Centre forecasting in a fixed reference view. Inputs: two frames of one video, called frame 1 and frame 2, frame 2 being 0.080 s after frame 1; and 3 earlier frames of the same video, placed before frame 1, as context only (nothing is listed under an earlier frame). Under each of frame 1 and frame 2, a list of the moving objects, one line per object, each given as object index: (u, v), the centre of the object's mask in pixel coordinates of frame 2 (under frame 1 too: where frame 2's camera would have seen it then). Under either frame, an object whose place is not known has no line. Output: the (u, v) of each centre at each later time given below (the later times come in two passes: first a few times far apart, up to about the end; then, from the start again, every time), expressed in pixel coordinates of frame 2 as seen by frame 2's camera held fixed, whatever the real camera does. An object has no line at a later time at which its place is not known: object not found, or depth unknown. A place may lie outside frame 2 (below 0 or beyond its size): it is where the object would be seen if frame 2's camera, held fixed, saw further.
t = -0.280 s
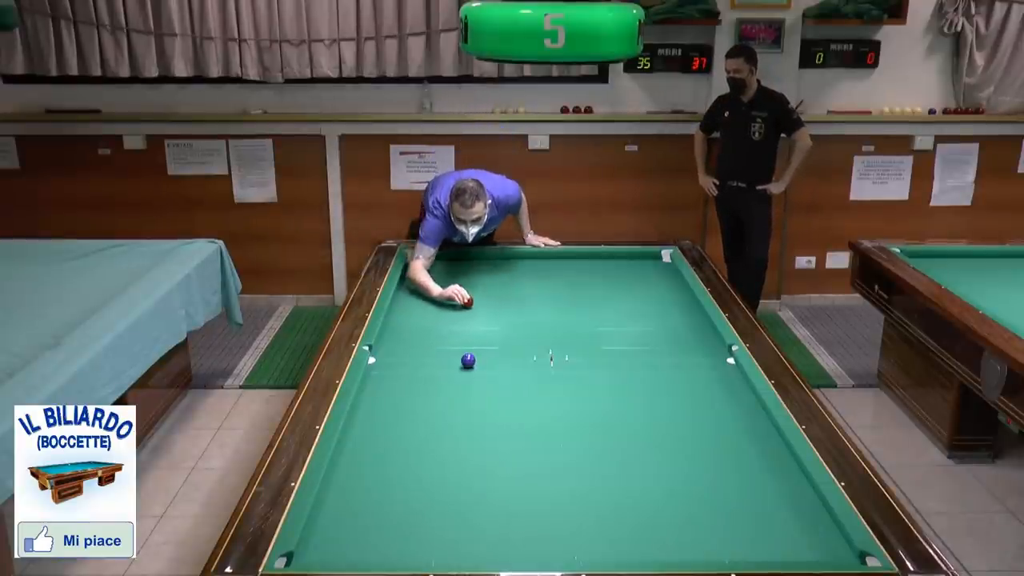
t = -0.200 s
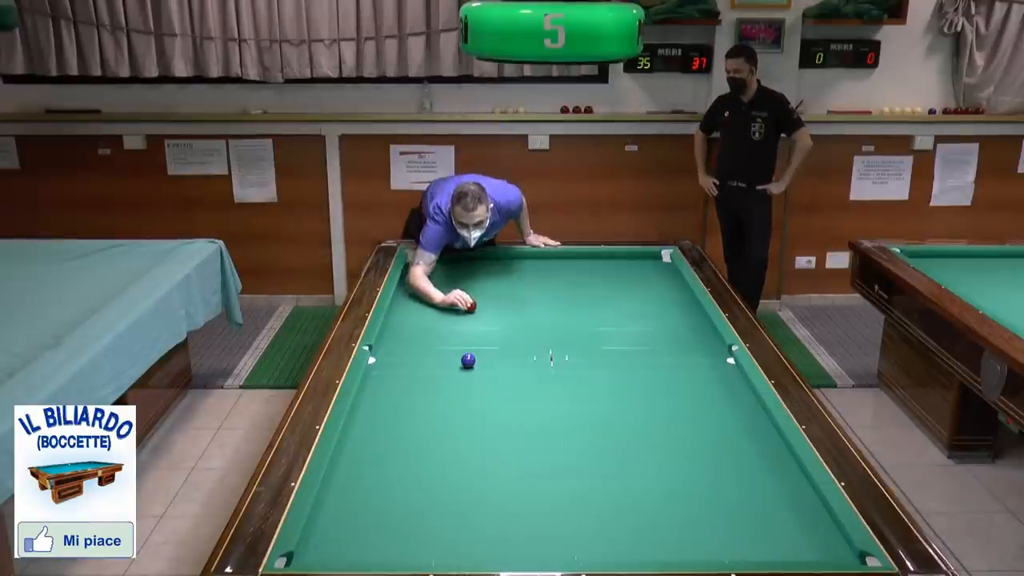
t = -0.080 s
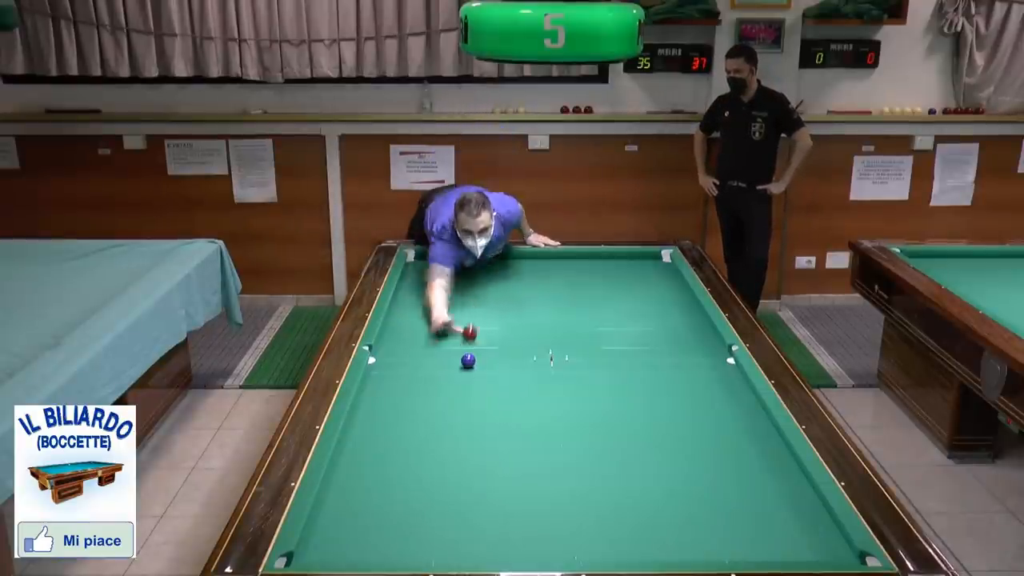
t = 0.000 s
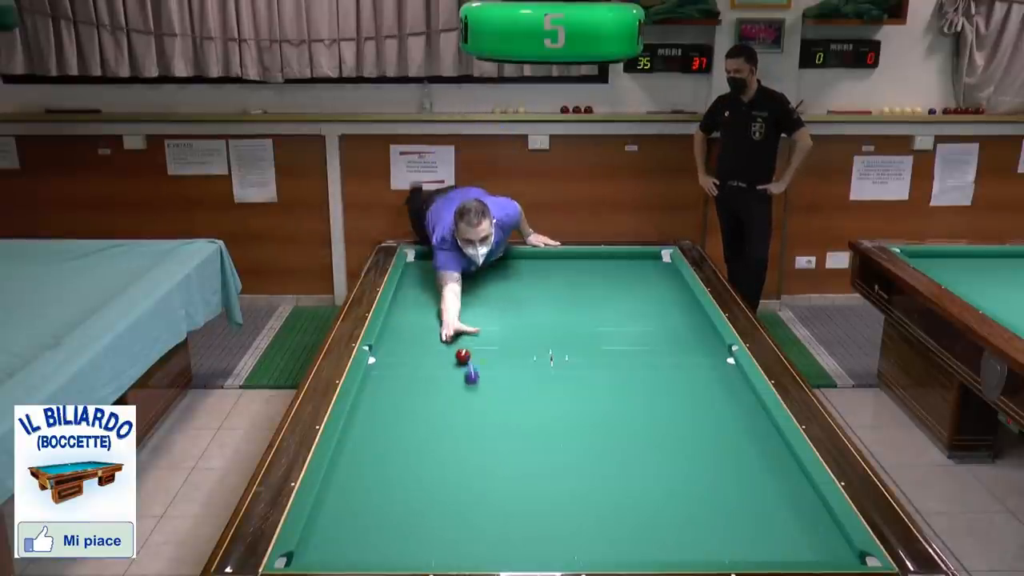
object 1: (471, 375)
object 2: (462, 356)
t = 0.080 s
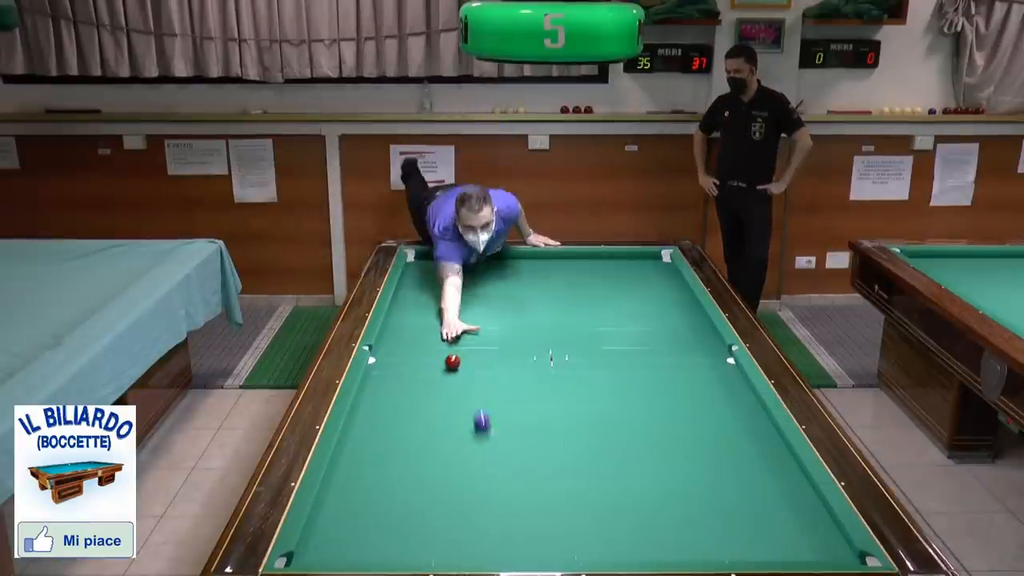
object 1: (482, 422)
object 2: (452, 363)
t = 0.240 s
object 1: (511, 551)
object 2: (436, 371)
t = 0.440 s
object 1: (528, 442)
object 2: (419, 381)
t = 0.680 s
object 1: (538, 352)
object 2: (397, 393)
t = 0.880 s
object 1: (544, 305)
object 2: (379, 403)
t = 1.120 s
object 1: (549, 263)
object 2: (357, 415)
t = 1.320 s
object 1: (553, 275)
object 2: (361, 423)
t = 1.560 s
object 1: (561, 304)
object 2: (367, 433)
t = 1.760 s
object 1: (567, 331)
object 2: (371, 441)
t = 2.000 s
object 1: (577, 369)
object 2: (377, 450)
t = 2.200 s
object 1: (587, 409)
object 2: (381, 458)
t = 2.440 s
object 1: (602, 468)
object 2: (387, 468)
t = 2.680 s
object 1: (622, 545)
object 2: (392, 477)
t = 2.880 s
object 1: (618, 524)
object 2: (397, 485)
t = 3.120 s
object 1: (607, 473)
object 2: (403, 494)
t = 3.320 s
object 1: (599, 438)
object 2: (408, 502)
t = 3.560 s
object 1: (592, 404)
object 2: (413, 511)
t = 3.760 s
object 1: (586, 378)
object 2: (418, 518)
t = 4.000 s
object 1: (581, 352)
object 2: (423, 527)
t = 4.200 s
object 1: (577, 333)
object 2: (428, 533)
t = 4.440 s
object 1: (573, 314)
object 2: (433, 541)
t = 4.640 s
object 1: (570, 299)
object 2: (437, 547)
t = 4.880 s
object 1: (567, 283)
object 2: (442, 552)
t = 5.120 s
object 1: (564, 269)
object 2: (447, 556)
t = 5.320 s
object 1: (562, 259)
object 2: (450, 555)
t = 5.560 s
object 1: (563, 262)
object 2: (453, 554)
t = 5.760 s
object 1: (564, 269)
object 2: (455, 553)
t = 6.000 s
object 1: (566, 277)
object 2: (457, 551)
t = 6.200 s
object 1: (567, 284)
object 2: (458, 550)
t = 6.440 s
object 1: (569, 293)
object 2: (459, 550)
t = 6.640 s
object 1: (570, 301)
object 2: (460, 549)
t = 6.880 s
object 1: (572, 310)
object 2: (461, 549)
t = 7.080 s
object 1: (574, 318)
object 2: (461, 549)
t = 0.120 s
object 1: (488, 449)
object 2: (447, 365)
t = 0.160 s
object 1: (494, 480)
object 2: (443, 367)
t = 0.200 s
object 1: (502, 515)
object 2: (439, 369)
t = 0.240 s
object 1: (511, 551)
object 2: (436, 371)
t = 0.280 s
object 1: (516, 542)
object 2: (432, 373)
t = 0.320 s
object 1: (520, 512)
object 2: (429, 375)
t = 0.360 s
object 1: (523, 486)
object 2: (426, 377)
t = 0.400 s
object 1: (525, 463)
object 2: (422, 379)
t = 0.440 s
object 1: (528, 442)
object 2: (419, 381)
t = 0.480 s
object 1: (530, 423)
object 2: (415, 383)
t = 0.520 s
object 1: (532, 406)
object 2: (412, 385)
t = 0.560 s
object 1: (533, 390)
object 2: (408, 387)
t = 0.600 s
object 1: (535, 376)
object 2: (404, 389)
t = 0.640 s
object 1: (536, 363)
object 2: (401, 390)
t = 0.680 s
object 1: (538, 352)
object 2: (397, 393)
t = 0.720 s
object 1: (539, 341)
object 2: (394, 395)
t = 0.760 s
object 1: (541, 331)
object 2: (390, 397)
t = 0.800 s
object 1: (542, 322)
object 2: (386, 399)
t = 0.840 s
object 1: (543, 313)
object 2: (383, 401)
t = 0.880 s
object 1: (544, 305)
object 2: (379, 403)
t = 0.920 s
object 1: (545, 297)
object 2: (376, 405)
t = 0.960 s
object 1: (546, 290)
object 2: (372, 407)
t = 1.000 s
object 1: (546, 282)
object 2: (368, 409)
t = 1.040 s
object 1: (547, 276)
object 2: (364, 411)
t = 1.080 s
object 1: (548, 269)
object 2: (361, 413)
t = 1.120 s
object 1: (549, 263)
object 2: (357, 415)
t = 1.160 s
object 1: (548, 258)
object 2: (358, 417)
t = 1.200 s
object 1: (550, 260)
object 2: (358, 418)
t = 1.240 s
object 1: (551, 263)
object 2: (359, 420)
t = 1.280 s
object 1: (552, 269)
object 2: (360, 421)
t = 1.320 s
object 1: (553, 275)
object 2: (361, 423)
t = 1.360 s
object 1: (554, 279)
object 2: (362, 425)
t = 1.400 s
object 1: (556, 284)
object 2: (363, 426)
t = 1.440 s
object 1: (557, 289)
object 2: (364, 428)
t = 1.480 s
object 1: (558, 294)
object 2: (365, 429)
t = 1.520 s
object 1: (559, 299)
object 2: (366, 431)
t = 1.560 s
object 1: (561, 304)
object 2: (367, 433)
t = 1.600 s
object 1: (562, 309)
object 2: (367, 434)
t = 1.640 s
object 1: (563, 314)
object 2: (368, 436)
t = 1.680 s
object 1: (564, 320)
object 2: (369, 437)
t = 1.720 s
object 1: (566, 325)
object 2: (370, 439)
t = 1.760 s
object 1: (567, 331)
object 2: (371, 441)
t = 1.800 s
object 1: (569, 336)
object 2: (372, 442)
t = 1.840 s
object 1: (570, 342)
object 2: (373, 444)
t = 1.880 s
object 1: (572, 349)
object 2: (374, 446)
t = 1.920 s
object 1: (573, 355)
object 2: (375, 447)
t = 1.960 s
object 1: (575, 362)
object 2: (376, 449)
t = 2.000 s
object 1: (577, 369)
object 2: (377, 450)
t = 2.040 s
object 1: (579, 377)
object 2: (377, 452)
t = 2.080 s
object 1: (581, 384)
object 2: (378, 453)
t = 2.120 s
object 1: (583, 392)
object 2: (379, 455)
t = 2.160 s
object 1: (585, 400)
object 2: (380, 456)
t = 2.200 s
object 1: (587, 409)
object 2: (381, 458)
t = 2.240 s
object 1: (589, 418)
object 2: (382, 460)
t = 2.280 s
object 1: (592, 427)
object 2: (383, 461)
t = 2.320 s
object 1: (594, 436)
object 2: (384, 463)
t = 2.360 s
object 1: (596, 447)
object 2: (385, 464)
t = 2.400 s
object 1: (599, 457)
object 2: (386, 466)
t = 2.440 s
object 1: (602, 468)
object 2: (387, 468)
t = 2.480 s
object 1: (605, 480)
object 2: (388, 469)
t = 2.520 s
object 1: (608, 491)
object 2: (389, 471)
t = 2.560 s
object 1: (611, 504)
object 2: (390, 472)
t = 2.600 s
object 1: (614, 517)
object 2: (391, 474)
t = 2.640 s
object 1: (618, 530)
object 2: (392, 475)
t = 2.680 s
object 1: (622, 545)
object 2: (392, 477)
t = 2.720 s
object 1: (625, 555)
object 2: (393, 479)
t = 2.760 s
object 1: (625, 554)
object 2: (394, 480)
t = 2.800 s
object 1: (622, 545)
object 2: (396, 482)
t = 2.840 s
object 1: (620, 534)
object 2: (397, 483)
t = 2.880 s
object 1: (618, 524)
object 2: (397, 485)
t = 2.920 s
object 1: (616, 514)
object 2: (398, 486)
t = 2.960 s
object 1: (614, 505)
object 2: (399, 488)
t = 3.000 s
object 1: (612, 497)
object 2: (400, 489)
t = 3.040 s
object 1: (610, 489)
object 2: (401, 491)
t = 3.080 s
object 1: (608, 481)
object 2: (402, 492)
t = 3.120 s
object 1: (607, 473)
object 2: (403, 494)
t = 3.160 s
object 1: (605, 466)
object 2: (404, 496)
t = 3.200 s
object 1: (604, 459)
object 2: (405, 497)
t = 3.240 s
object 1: (602, 452)
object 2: (406, 499)
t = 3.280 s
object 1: (601, 445)
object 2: (407, 500)
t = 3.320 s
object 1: (599, 438)
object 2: (408, 502)
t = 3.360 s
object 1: (598, 432)
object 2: (409, 503)
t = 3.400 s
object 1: (597, 426)
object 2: (409, 505)
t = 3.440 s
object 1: (595, 420)
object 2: (410, 506)
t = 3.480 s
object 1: (594, 414)
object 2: (411, 508)
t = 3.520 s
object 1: (593, 409)
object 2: (412, 509)
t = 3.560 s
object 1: (592, 404)
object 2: (413, 511)
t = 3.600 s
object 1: (591, 398)
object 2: (414, 512)
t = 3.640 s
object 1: (590, 393)
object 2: (415, 514)
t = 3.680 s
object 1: (588, 388)
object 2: (416, 515)
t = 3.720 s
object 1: (587, 383)
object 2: (417, 516)
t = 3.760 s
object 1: (586, 378)
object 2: (418, 518)
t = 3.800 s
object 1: (585, 374)
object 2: (419, 519)
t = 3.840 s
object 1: (585, 370)
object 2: (420, 521)
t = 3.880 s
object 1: (584, 365)
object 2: (421, 522)
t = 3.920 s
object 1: (583, 361)
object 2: (422, 524)
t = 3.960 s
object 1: (582, 357)
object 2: (422, 525)
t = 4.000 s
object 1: (581, 352)
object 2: (423, 527)
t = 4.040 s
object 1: (580, 349)
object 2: (424, 528)
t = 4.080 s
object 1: (579, 345)
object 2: (425, 529)
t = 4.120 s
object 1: (578, 341)
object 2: (426, 531)
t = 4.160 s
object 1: (577, 337)
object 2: (427, 532)
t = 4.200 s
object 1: (577, 333)
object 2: (428, 533)
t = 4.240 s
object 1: (576, 330)
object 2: (429, 535)
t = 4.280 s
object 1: (575, 327)
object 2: (430, 536)
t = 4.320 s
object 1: (575, 323)
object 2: (431, 537)
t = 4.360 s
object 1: (574, 320)
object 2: (432, 539)
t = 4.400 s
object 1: (573, 317)
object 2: (432, 540)
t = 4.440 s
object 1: (573, 314)
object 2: (433, 541)
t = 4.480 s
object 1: (572, 311)
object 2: (434, 543)
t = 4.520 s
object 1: (571, 308)
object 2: (435, 544)
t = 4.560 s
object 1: (571, 305)
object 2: (436, 545)
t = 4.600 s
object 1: (570, 302)
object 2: (436, 546)
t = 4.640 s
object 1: (570, 299)
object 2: (437, 547)
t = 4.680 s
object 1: (569, 296)
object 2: (438, 548)
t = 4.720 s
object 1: (569, 293)
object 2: (439, 549)
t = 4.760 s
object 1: (568, 291)
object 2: (440, 550)
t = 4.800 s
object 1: (568, 288)
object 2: (441, 550)
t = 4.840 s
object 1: (567, 286)
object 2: (442, 551)
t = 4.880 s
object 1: (567, 283)
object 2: (442, 552)
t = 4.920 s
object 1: (566, 281)
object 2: (443, 552)
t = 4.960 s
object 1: (566, 278)
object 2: (444, 553)
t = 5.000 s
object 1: (566, 276)
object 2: (445, 554)
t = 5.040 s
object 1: (565, 274)
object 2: (445, 554)
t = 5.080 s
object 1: (565, 272)
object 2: (446, 555)
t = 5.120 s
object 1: (564, 269)
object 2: (447, 556)
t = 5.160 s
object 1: (564, 267)
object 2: (448, 556)
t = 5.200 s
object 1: (563, 265)
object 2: (449, 556)
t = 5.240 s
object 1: (563, 263)
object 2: (449, 556)
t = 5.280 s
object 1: (563, 261)
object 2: (450, 556)
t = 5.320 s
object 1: (562, 259)
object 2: (450, 555)
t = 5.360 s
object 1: (562, 257)
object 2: (451, 555)
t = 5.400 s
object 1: (562, 257)
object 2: (451, 555)
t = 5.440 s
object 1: (562, 259)
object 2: (452, 555)
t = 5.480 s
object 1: (562, 260)
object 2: (452, 554)
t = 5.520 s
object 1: (563, 261)
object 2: (453, 554)
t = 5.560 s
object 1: (563, 262)
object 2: (453, 554)
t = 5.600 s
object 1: (563, 264)
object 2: (454, 554)
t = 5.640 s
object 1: (563, 265)
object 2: (454, 553)
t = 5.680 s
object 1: (563, 267)
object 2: (454, 553)
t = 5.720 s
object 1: (564, 268)
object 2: (455, 553)
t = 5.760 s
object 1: (564, 269)
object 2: (455, 553)
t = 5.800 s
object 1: (565, 270)
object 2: (456, 552)
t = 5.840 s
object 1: (565, 271)
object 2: (456, 552)
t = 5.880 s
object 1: (565, 273)
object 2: (456, 552)
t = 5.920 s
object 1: (565, 275)
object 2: (456, 552)
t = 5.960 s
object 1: (566, 276)
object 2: (457, 552)
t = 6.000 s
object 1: (566, 277)
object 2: (457, 551)
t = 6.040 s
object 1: (566, 279)
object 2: (457, 551)
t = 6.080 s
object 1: (566, 280)
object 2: (457, 551)
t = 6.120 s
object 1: (567, 281)
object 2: (458, 551)
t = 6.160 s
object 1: (567, 283)
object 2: (458, 551)
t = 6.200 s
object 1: (567, 284)
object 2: (458, 550)
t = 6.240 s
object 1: (567, 286)
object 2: (458, 550)
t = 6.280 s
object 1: (568, 288)
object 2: (458, 550)
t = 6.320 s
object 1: (568, 289)
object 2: (459, 550)
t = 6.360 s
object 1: (568, 290)
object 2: (459, 550)
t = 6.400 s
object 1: (568, 292)
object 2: (459, 550)
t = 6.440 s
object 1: (569, 293)
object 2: (459, 550)
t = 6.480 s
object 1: (569, 295)
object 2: (459, 549)
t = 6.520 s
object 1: (569, 296)
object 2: (459, 549)
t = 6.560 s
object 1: (570, 298)
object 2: (459, 549)
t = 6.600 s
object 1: (570, 299)
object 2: (460, 549)
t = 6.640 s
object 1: (570, 301)
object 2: (460, 549)
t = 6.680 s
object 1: (571, 302)
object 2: (460, 549)
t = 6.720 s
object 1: (571, 304)
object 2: (460, 549)
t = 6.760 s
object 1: (571, 305)
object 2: (460, 549)
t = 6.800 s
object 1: (572, 307)
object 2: (460, 549)
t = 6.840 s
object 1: (572, 309)
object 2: (461, 549)
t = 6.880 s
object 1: (572, 310)
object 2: (461, 549)
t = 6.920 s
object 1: (572, 312)
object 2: (461, 549)
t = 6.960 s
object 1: (573, 314)
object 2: (461, 549)
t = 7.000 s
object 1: (573, 315)
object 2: (461, 549)
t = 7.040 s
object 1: (573, 317)
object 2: (461, 549)
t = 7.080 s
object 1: (574, 318)
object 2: (461, 549)
